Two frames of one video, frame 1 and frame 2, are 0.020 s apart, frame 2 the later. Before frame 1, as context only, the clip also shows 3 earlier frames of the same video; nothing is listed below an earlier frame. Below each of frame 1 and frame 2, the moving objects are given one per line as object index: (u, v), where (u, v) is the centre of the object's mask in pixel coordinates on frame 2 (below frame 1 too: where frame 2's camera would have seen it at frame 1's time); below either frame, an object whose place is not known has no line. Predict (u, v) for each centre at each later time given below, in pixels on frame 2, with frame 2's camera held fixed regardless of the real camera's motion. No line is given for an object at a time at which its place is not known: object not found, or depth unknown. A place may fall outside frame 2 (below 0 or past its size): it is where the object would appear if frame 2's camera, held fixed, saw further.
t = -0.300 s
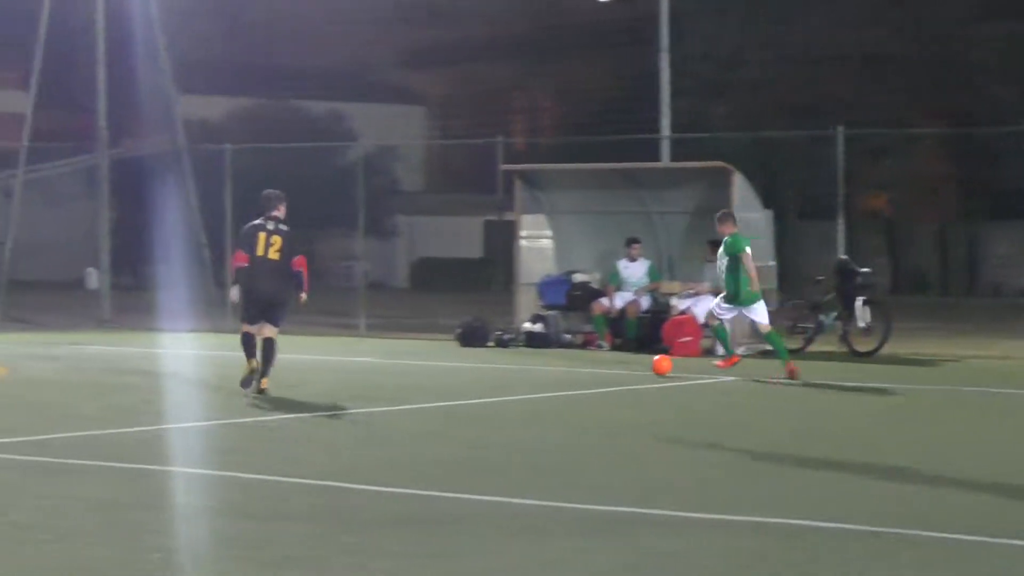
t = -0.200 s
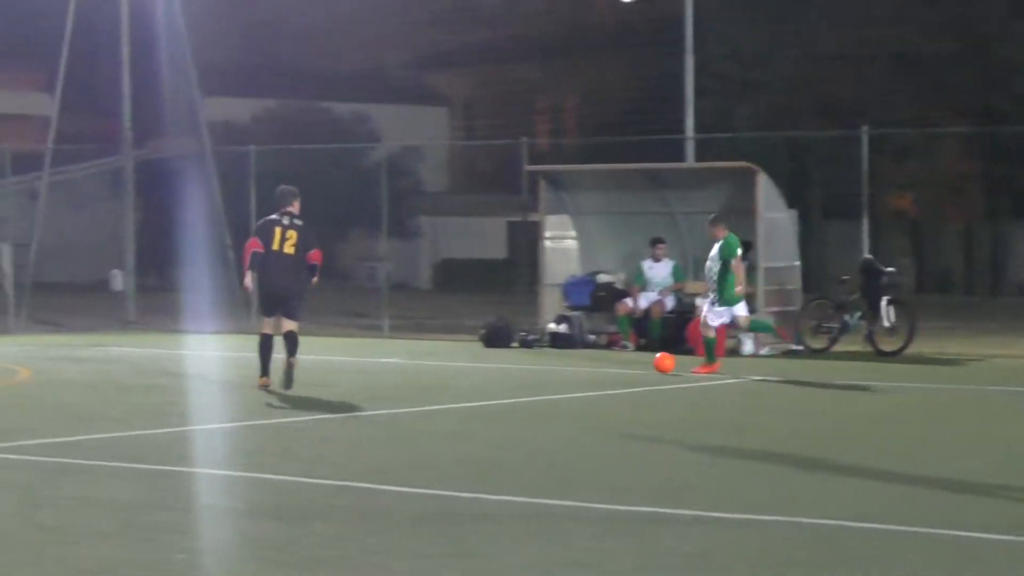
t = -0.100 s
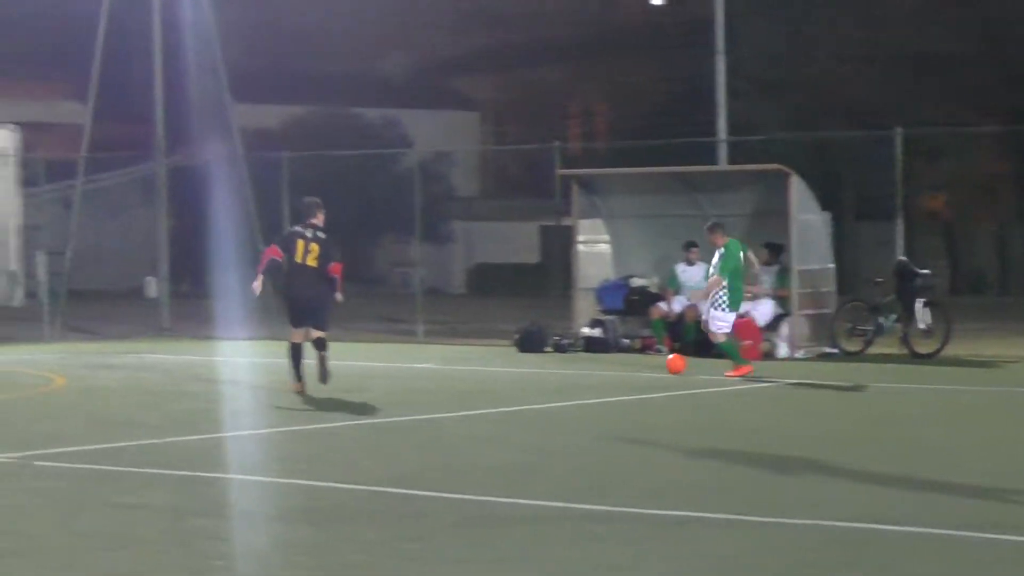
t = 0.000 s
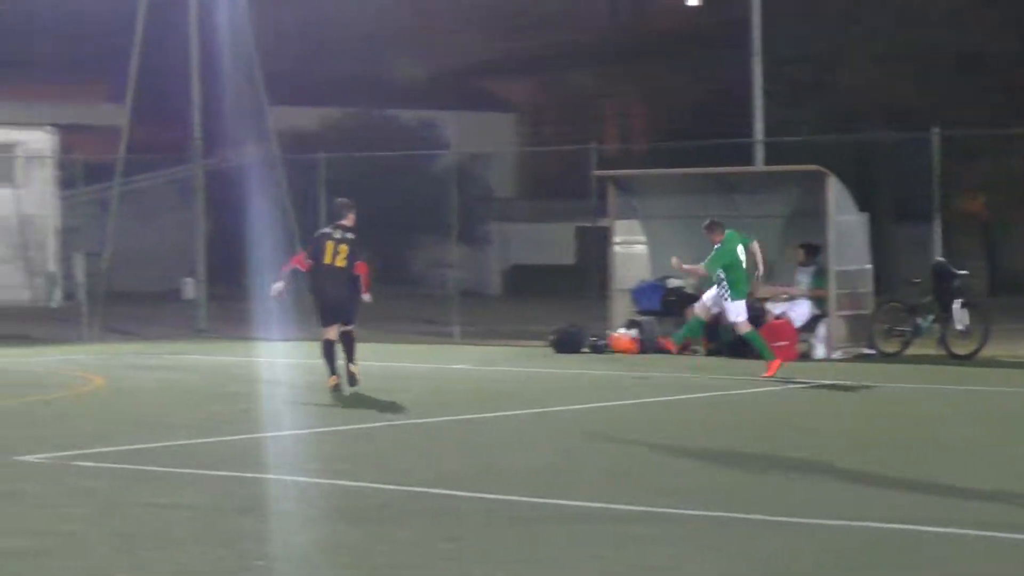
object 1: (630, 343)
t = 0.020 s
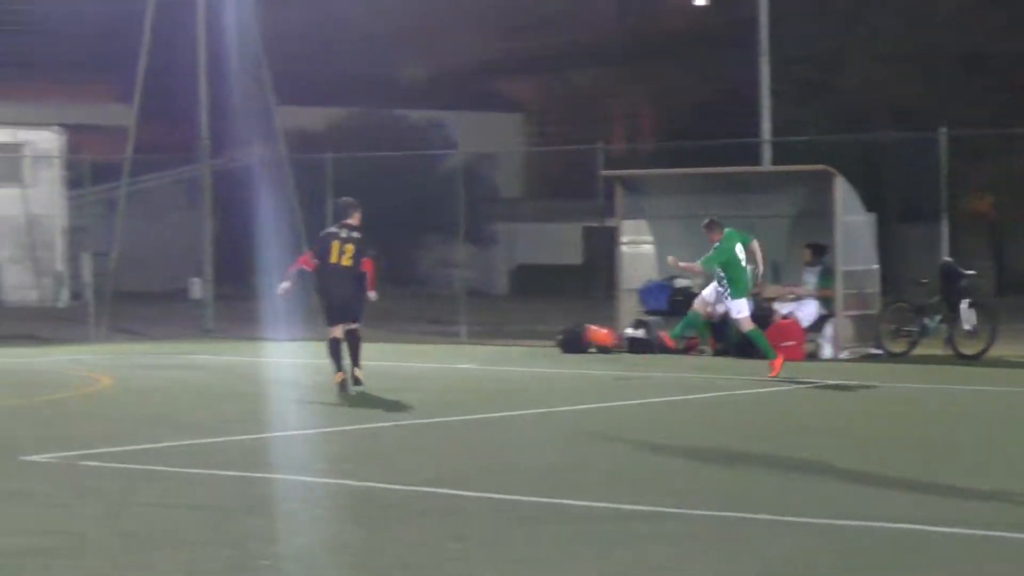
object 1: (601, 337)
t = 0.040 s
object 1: (574, 330)
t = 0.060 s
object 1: (545, 323)
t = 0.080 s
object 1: (516, 316)
